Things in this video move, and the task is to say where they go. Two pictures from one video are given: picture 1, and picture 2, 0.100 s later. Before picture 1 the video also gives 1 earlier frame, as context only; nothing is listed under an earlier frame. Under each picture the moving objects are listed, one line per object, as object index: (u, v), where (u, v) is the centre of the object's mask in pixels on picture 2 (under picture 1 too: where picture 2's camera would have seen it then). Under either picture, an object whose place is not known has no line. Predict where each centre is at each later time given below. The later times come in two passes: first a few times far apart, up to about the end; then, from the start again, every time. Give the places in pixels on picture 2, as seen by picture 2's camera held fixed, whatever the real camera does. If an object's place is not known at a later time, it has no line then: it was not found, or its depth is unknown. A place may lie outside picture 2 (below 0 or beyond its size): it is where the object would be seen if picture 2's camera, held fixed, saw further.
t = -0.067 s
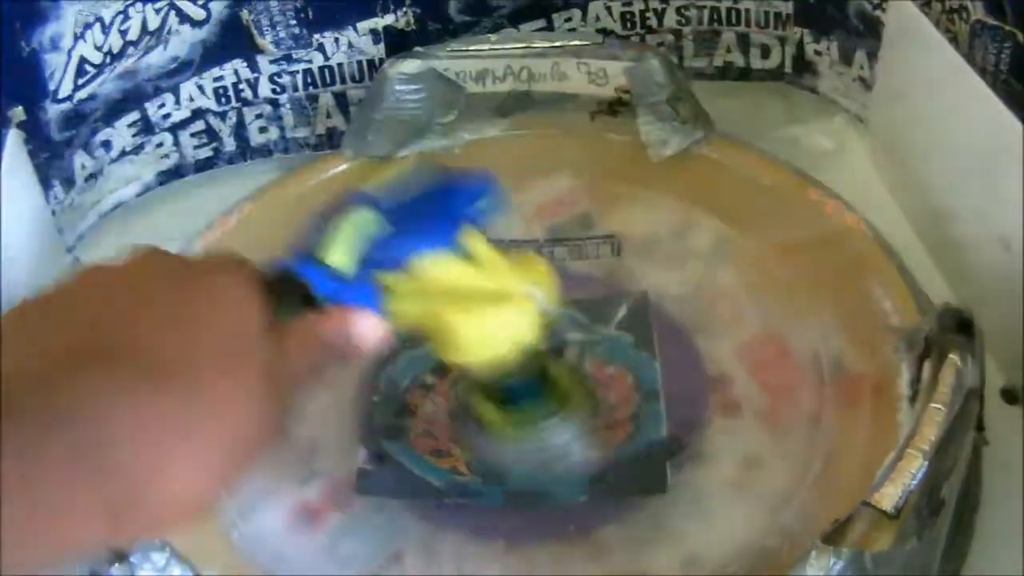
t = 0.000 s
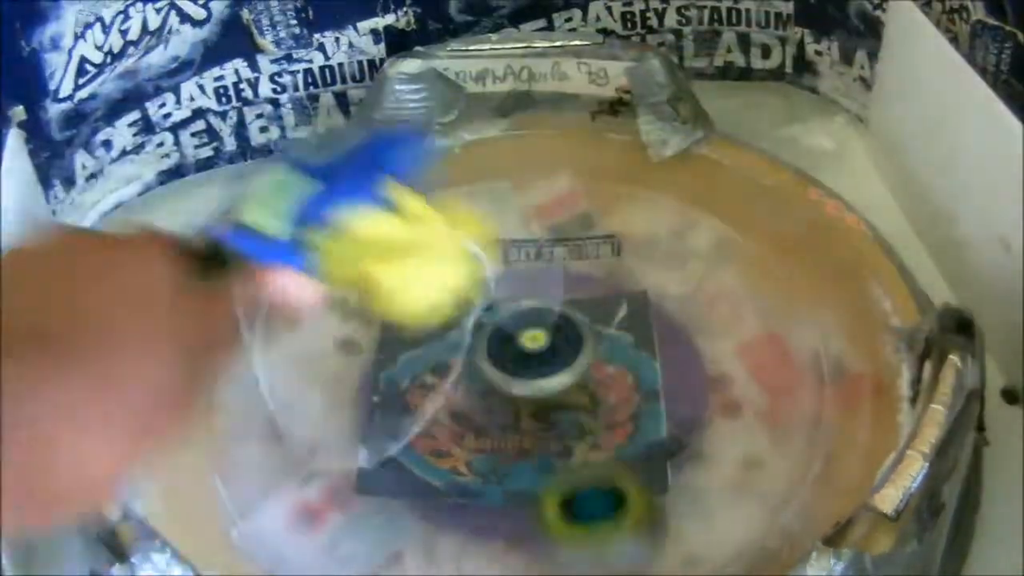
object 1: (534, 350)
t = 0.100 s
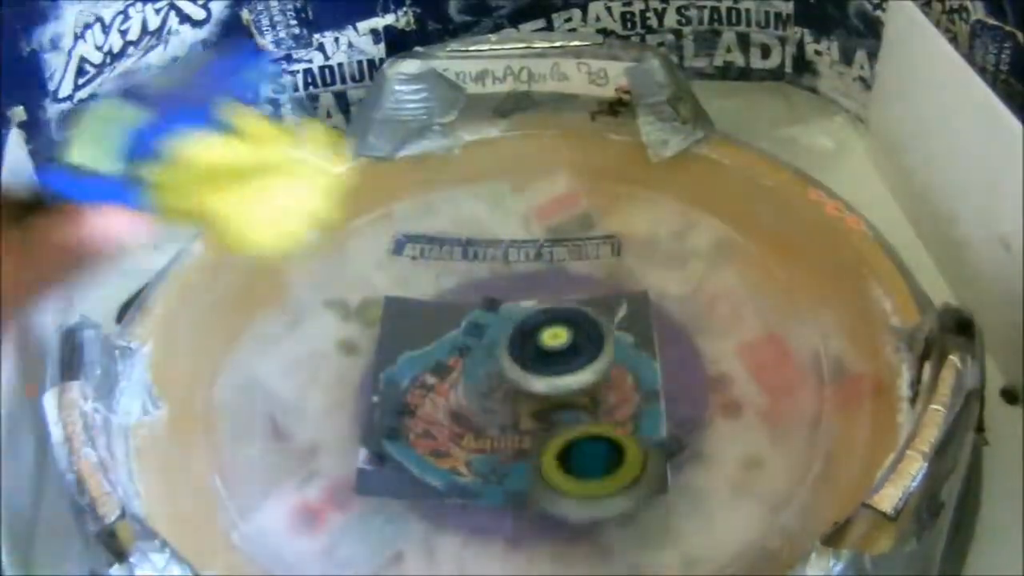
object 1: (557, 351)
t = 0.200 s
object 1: (575, 340)
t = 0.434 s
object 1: (532, 295)
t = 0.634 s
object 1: (478, 314)
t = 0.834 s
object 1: (508, 332)
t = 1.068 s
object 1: (487, 317)
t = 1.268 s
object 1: (571, 305)
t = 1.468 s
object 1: (602, 402)
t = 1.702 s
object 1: (442, 341)
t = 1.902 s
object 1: (483, 290)
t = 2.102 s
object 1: (587, 320)
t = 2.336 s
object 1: (547, 415)
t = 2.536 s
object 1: (559, 424)
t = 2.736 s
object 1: (563, 410)
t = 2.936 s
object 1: (485, 380)
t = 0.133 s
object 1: (565, 350)
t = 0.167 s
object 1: (571, 349)
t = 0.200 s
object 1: (575, 340)
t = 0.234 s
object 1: (578, 330)
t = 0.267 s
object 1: (576, 321)
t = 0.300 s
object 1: (572, 314)
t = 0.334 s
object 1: (562, 306)
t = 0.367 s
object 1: (552, 302)
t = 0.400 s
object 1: (541, 299)
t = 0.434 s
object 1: (532, 295)
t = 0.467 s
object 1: (520, 294)
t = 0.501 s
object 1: (508, 296)
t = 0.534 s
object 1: (497, 299)
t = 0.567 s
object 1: (488, 304)
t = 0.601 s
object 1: (482, 308)
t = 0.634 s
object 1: (478, 314)
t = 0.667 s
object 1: (477, 320)
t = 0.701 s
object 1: (477, 327)
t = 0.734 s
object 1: (479, 334)
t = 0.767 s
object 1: (486, 336)
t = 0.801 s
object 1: (499, 334)
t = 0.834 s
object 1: (508, 332)
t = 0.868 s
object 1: (515, 330)
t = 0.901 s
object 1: (520, 328)
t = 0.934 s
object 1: (548, 282)
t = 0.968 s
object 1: (527, 249)
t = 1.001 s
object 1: (488, 244)
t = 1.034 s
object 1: (468, 273)
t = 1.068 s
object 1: (487, 317)
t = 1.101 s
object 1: (560, 341)
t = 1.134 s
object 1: (648, 331)
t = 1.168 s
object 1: (679, 288)
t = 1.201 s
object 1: (668, 258)
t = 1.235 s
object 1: (619, 263)
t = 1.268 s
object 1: (571, 305)
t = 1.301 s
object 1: (564, 365)
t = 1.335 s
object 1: (601, 409)
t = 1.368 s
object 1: (650, 423)
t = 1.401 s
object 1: (665, 417)
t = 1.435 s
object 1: (647, 406)
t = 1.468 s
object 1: (602, 402)
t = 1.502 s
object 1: (548, 402)
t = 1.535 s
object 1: (502, 408)
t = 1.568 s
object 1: (470, 412)
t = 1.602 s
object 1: (453, 409)
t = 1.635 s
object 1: (443, 395)
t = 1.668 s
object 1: (443, 372)
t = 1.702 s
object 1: (442, 341)
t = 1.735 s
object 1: (432, 313)
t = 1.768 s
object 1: (419, 287)
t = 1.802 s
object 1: (406, 273)
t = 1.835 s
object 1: (408, 273)
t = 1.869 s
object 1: (433, 280)
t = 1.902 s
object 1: (483, 290)
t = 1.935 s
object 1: (533, 285)
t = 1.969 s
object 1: (571, 273)
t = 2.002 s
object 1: (594, 259)
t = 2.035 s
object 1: (597, 254)
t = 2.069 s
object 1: (587, 281)
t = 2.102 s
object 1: (587, 320)
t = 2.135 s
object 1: (616, 335)
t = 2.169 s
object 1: (640, 334)
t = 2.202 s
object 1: (637, 334)
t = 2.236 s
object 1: (613, 343)
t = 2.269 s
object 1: (578, 368)
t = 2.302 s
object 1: (555, 395)
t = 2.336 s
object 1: (547, 415)
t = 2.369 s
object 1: (546, 424)
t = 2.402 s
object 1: (545, 419)
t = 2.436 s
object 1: (534, 399)
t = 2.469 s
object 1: (509, 371)
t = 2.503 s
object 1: (506, 411)
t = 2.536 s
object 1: (559, 424)
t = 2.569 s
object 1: (591, 394)
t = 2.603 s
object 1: (588, 355)
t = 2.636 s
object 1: (549, 368)
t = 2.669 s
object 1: (528, 391)
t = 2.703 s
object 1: (546, 411)
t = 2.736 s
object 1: (563, 410)
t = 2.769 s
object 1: (570, 392)
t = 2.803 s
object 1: (525, 385)
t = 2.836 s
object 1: (480, 402)
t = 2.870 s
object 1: (471, 409)
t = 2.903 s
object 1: (475, 402)
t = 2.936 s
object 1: (485, 380)
